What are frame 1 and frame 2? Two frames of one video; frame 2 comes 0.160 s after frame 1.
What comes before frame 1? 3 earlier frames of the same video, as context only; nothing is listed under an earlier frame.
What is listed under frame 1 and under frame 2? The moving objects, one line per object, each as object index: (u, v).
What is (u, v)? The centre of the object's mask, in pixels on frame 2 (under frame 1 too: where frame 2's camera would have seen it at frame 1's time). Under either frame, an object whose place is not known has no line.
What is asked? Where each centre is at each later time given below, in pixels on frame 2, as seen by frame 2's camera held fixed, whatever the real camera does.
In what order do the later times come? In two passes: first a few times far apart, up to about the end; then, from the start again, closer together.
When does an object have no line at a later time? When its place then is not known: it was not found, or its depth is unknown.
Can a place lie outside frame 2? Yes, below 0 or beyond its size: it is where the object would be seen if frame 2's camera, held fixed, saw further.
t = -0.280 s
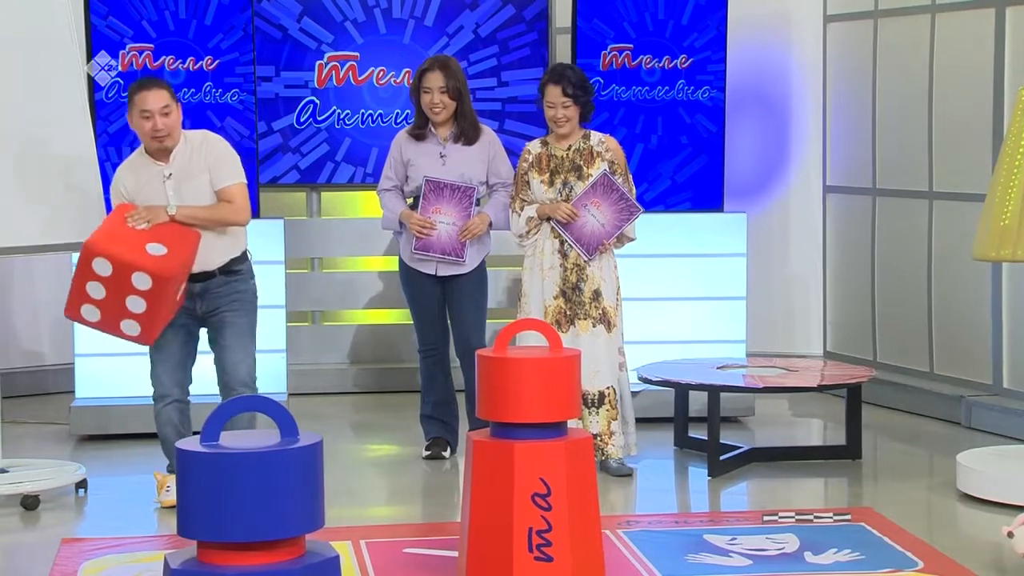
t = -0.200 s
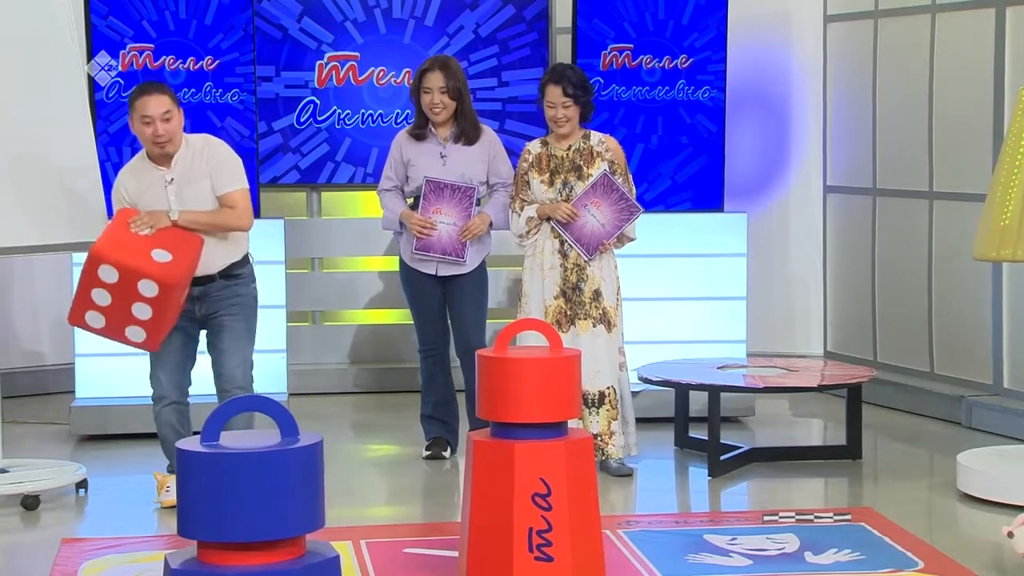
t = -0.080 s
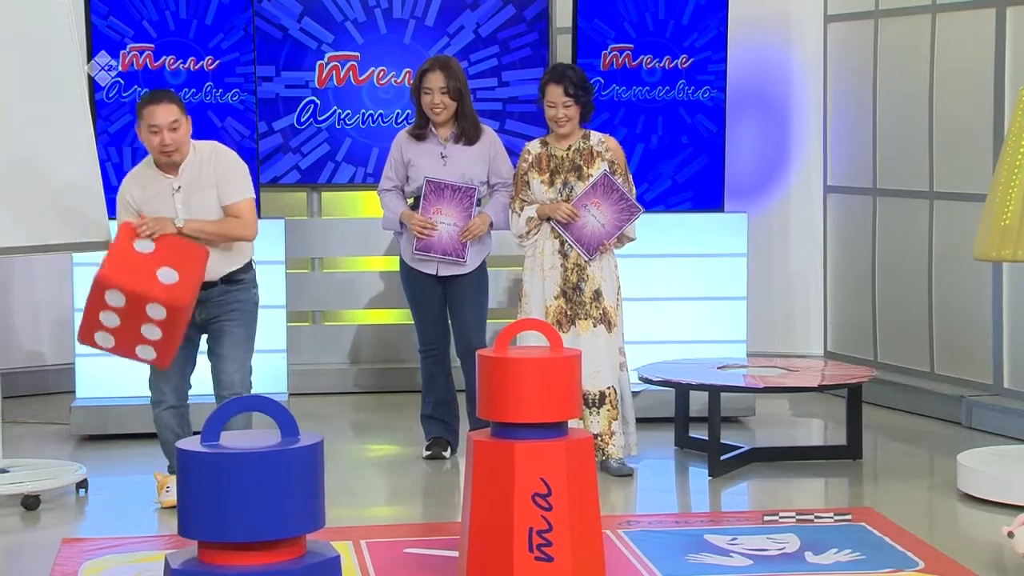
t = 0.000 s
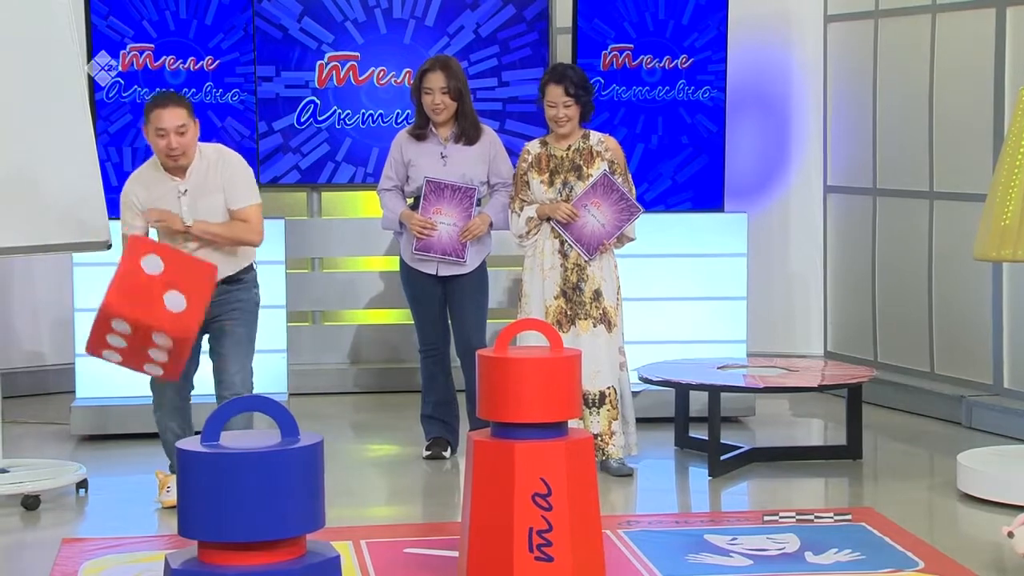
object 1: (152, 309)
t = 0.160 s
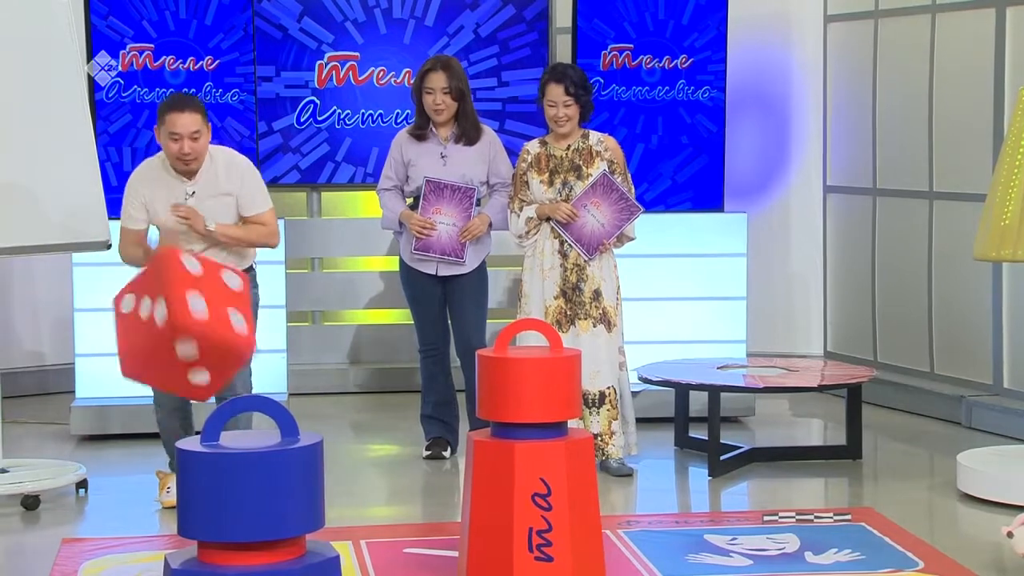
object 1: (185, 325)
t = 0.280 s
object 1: (207, 361)
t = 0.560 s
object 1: (338, 491)
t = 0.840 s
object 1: (382, 542)
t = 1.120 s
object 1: (436, 537)
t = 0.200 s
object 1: (194, 336)
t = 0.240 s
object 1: (201, 350)
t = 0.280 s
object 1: (207, 361)
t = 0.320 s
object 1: (216, 375)
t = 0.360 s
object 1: (223, 395)
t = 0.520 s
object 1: (329, 501)
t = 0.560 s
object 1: (338, 491)
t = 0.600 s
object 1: (346, 492)
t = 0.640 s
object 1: (354, 505)
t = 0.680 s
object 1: (361, 511)
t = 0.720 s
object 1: (367, 514)
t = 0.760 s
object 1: (374, 522)
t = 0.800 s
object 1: (380, 535)
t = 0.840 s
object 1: (382, 542)
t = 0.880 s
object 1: (388, 531)
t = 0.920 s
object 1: (394, 525)
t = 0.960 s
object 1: (399, 524)
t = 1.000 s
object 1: (407, 527)
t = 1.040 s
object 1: (415, 530)
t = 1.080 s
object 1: (425, 532)
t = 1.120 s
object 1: (436, 537)
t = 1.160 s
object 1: (448, 545)
